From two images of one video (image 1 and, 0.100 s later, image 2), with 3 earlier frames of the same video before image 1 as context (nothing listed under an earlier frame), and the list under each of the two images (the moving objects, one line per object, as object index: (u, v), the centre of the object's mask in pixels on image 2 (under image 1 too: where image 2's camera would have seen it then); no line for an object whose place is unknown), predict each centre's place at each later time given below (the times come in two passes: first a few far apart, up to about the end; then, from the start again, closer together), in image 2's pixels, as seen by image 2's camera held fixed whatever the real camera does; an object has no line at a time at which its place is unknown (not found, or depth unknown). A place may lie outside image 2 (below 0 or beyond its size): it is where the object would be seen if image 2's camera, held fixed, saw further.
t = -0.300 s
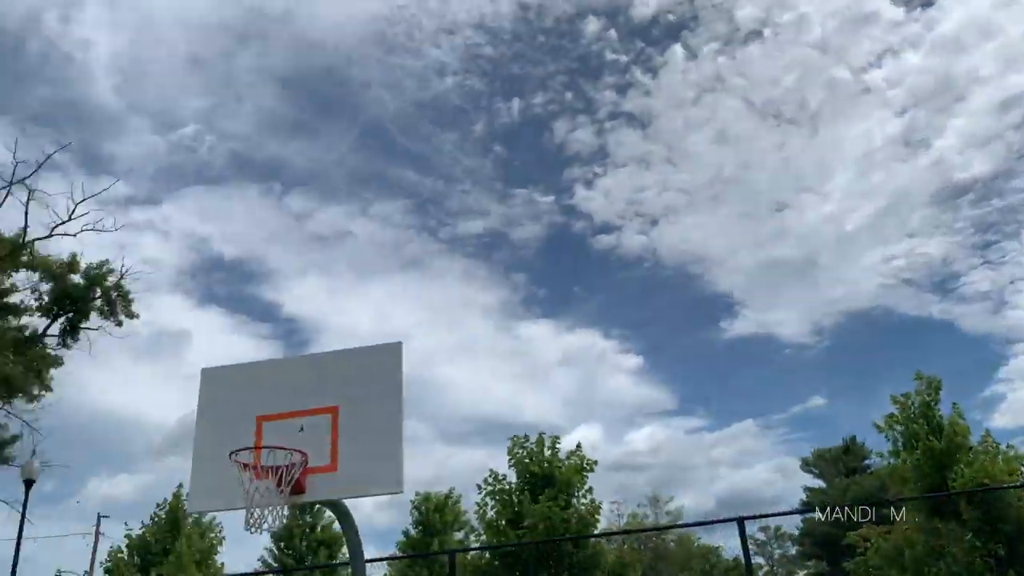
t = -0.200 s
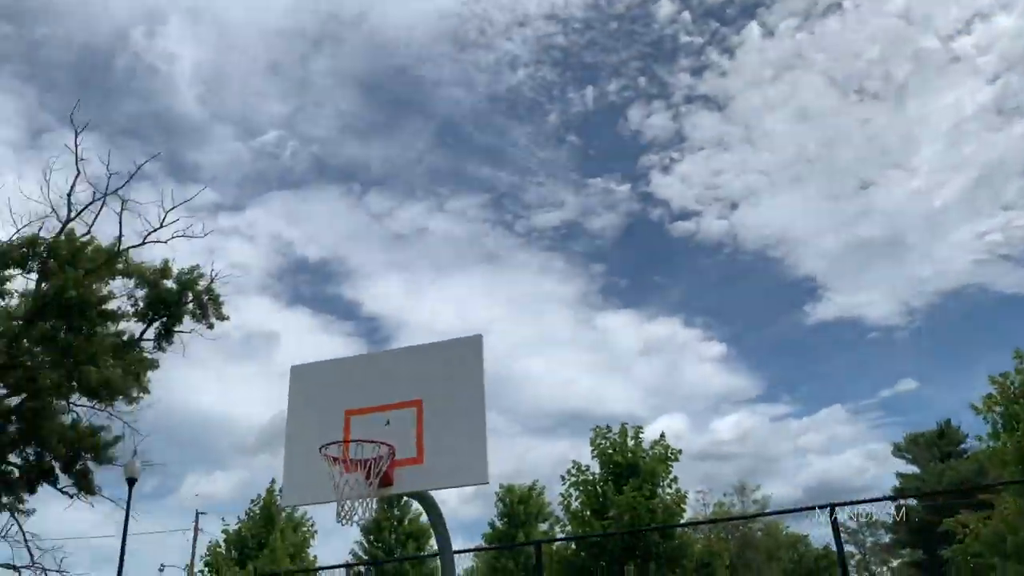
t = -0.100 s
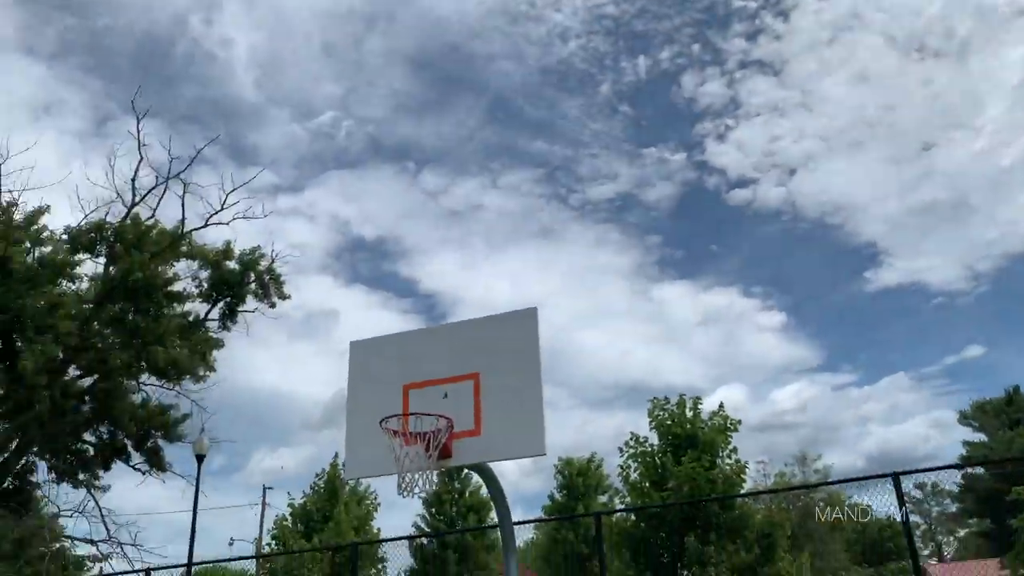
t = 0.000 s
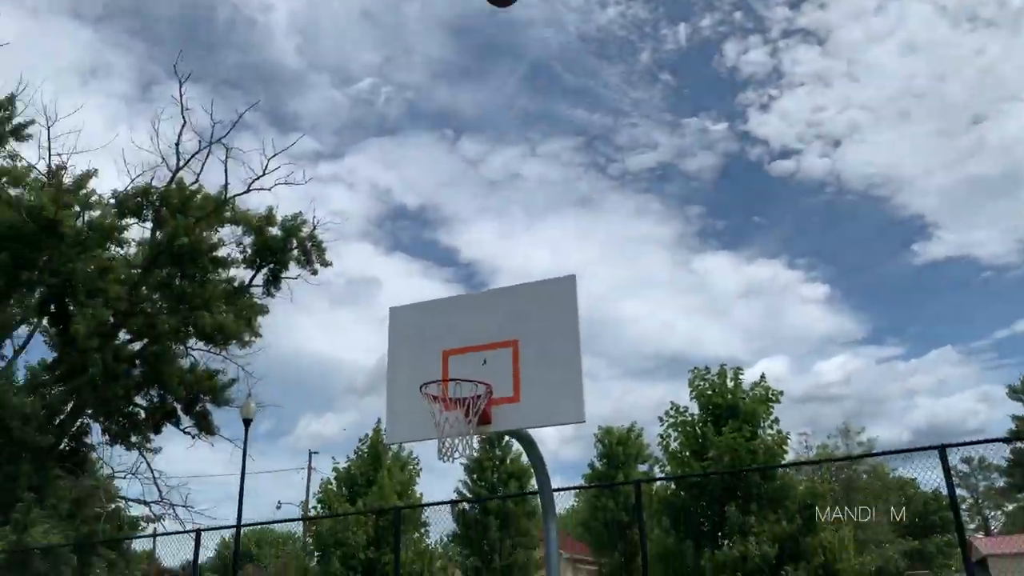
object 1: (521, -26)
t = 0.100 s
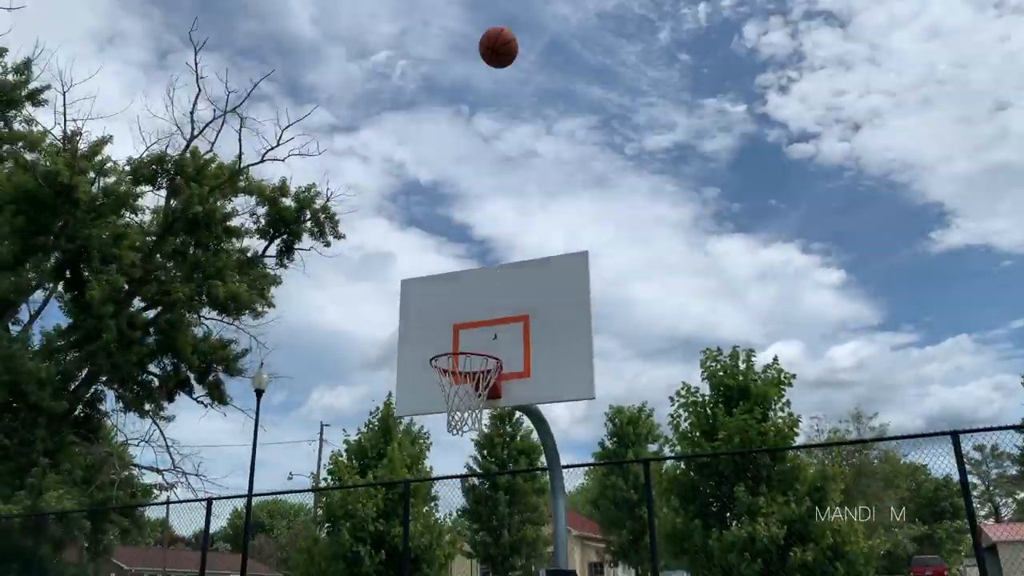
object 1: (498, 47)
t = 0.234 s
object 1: (475, 175)
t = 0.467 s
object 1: (472, 392)
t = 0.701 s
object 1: (510, 380)
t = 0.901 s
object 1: (512, 405)
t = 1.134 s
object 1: (504, 524)
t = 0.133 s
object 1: (492, 78)
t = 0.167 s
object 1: (486, 109)
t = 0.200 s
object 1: (481, 142)
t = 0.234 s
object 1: (475, 175)
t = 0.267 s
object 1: (470, 208)
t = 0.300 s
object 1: (464, 242)
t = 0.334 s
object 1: (459, 278)
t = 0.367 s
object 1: (454, 314)
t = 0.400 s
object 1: (448, 352)
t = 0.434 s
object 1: (458, 374)
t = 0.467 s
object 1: (472, 392)
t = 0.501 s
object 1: (486, 398)
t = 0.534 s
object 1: (498, 396)
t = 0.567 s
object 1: (503, 389)
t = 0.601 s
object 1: (506, 386)
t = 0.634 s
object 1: (509, 382)
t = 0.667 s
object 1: (508, 380)
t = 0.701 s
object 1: (510, 380)
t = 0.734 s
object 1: (512, 378)
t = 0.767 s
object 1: (511, 380)
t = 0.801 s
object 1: (522, 388)
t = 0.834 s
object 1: (519, 392)
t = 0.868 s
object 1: (515, 398)
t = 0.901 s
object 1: (512, 405)
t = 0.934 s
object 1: (510, 415)
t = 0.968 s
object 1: (510, 426)
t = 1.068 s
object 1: (506, 478)
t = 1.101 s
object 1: (505, 500)
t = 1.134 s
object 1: (504, 524)
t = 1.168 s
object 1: (502, 551)
